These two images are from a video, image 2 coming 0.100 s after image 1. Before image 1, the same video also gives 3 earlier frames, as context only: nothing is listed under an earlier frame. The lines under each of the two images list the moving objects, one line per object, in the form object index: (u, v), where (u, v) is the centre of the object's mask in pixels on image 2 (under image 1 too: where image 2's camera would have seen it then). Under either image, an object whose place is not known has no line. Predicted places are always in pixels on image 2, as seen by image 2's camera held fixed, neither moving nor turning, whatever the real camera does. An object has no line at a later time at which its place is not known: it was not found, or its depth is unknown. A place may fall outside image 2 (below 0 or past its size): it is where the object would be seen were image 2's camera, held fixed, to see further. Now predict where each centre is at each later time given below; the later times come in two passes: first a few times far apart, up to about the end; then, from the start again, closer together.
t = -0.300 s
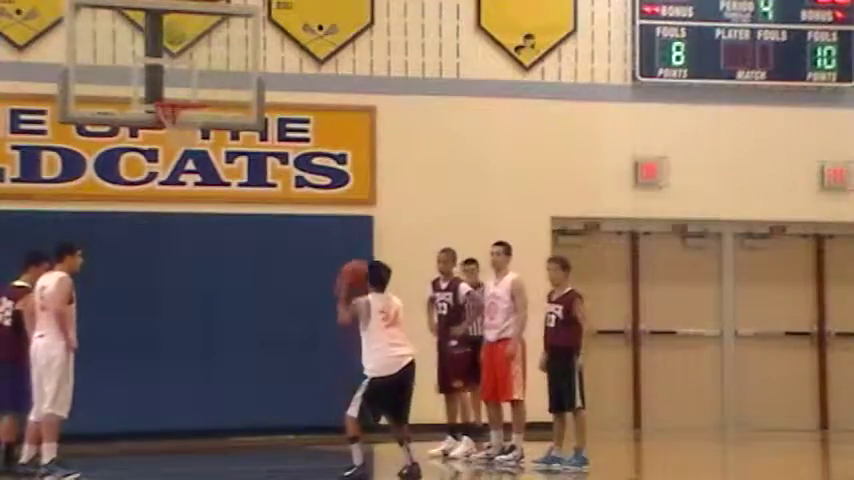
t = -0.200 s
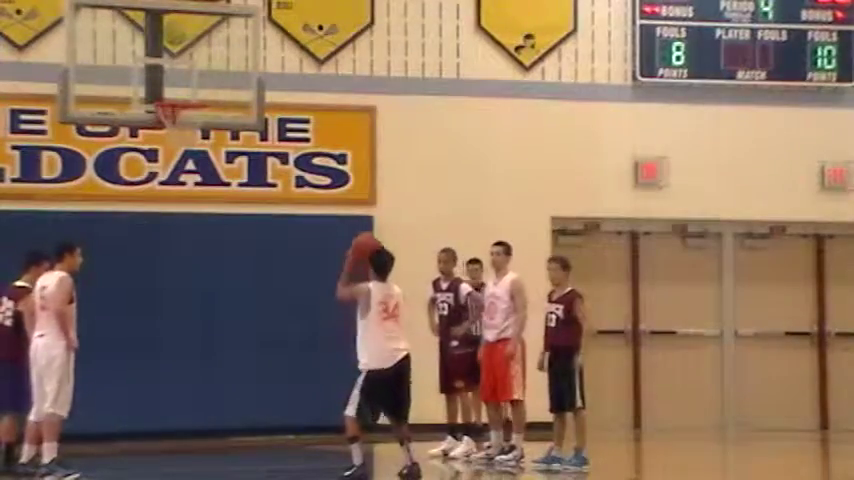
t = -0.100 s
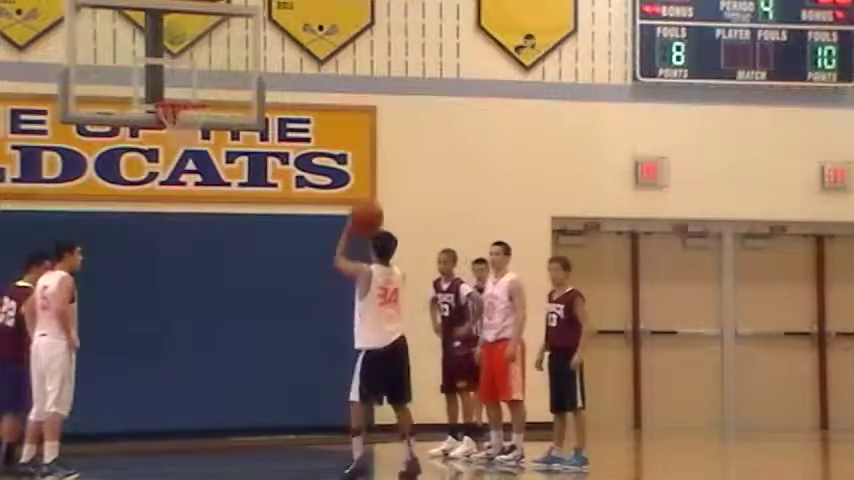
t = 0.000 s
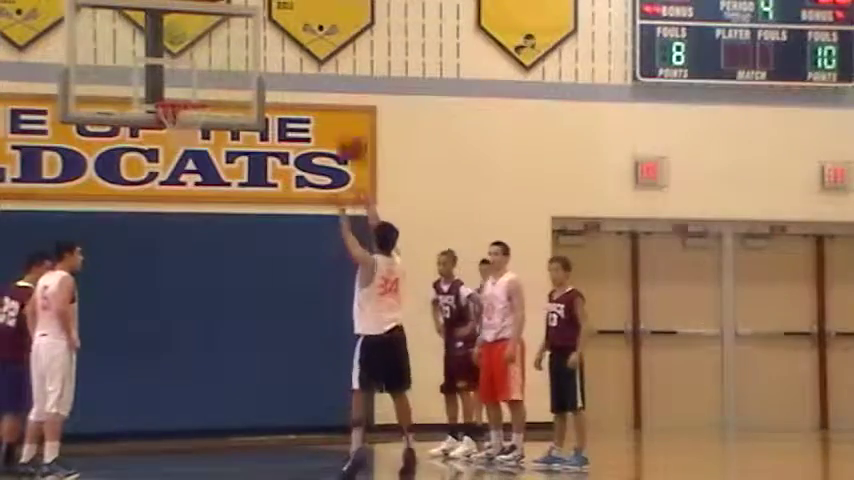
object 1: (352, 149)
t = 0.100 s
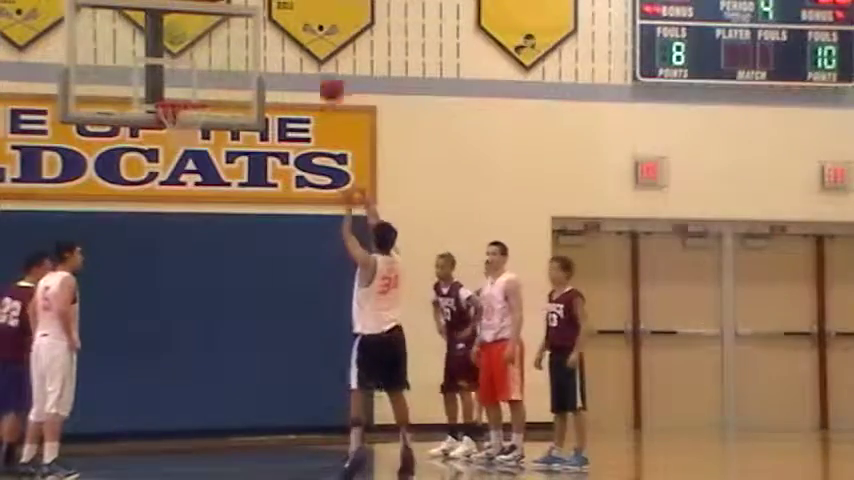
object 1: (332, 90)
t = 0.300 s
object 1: (295, 12)
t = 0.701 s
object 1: (228, 9)
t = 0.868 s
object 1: (203, 60)
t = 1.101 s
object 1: (179, 125)
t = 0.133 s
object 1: (326, 73)
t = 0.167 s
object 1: (319, 57)
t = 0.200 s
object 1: (314, 43)
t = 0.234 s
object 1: (306, 30)
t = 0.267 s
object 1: (301, 19)
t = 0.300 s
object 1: (295, 12)
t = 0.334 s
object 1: (288, 7)
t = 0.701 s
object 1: (228, 9)
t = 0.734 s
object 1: (222, 15)
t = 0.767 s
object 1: (217, 25)
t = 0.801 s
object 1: (212, 35)
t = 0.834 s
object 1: (207, 46)
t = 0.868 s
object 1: (203, 60)
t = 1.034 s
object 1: (182, 126)
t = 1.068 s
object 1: (180, 124)
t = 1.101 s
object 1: (179, 125)
